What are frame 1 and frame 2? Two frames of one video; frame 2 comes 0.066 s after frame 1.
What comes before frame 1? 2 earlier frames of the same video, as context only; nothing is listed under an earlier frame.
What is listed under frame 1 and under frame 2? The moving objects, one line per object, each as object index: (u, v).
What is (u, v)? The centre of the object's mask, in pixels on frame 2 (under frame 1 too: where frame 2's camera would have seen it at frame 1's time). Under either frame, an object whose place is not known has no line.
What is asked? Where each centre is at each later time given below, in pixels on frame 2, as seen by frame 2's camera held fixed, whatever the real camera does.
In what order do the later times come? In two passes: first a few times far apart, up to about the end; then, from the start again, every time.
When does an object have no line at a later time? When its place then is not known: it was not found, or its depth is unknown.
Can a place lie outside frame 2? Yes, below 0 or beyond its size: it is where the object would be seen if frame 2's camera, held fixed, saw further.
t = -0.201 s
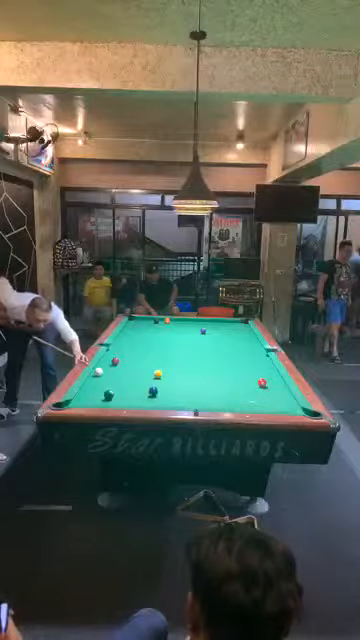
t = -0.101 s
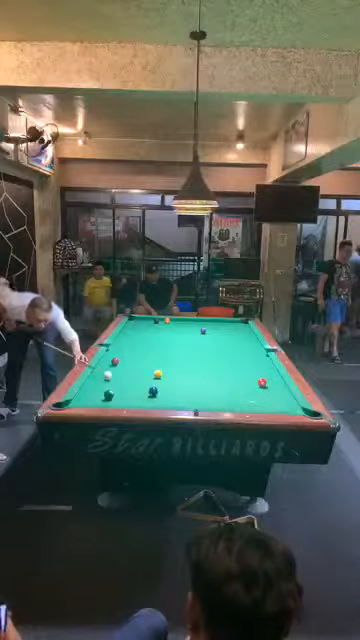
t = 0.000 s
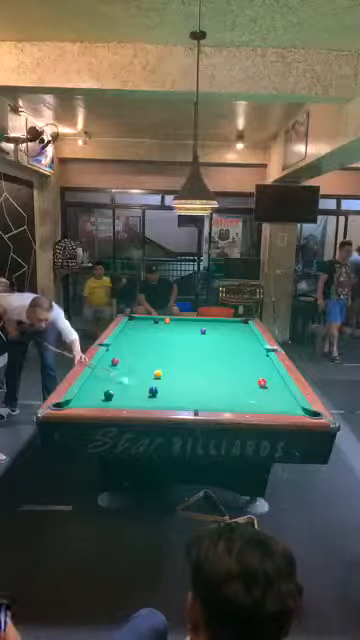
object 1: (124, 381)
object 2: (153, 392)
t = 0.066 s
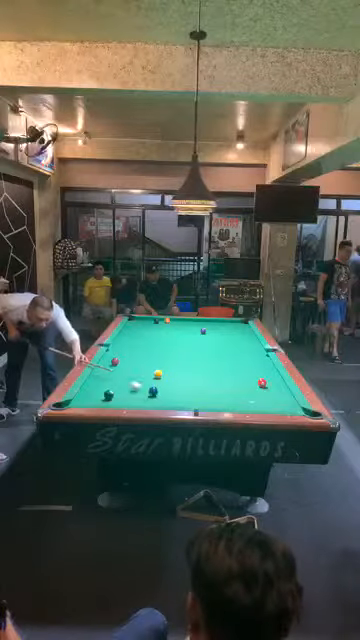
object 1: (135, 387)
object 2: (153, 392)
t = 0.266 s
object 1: (142, 397)
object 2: (181, 396)
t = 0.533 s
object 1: (149, 402)
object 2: (223, 404)
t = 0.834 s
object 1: (155, 397)
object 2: (272, 408)
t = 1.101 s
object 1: (161, 390)
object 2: (299, 410)
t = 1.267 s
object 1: (164, 388)
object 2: (300, 411)
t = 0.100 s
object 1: (140, 390)
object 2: (153, 392)
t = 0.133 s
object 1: (143, 391)
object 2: (156, 393)
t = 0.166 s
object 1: (142, 393)
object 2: (163, 394)
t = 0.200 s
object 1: (142, 394)
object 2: (170, 395)
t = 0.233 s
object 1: (142, 396)
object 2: (176, 395)
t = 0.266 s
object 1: (142, 397)
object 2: (181, 396)
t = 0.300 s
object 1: (143, 399)
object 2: (186, 397)
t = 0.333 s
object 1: (143, 399)
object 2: (192, 398)
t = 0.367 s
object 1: (144, 402)
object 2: (197, 399)
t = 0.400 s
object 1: (145, 403)
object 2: (202, 400)
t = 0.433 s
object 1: (145, 404)
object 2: (208, 401)
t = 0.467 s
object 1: (145, 404)
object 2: (213, 401)
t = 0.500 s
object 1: (149, 401)
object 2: (218, 402)
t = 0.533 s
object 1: (149, 402)
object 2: (223, 404)
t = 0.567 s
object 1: (149, 402)
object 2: (228, 403)
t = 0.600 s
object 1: (150, 401)
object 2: (234, 404)
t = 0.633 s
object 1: (150, 401)
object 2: (239, 405)
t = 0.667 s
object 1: (150, 400)
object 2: (245, 405)
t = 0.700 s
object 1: (152, 399)
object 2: (250, 406)
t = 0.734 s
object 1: (152, 399)
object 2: (256, 405)
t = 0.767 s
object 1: (153, 398)
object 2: (262, 407)
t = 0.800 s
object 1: (154, 399)
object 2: (266, 407)
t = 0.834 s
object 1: (155, 397)
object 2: (272, 408)
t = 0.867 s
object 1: (155, 397)
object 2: (279, 407)
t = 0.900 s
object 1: (156, 395)
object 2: (282, 408)
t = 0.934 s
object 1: (157, 394)
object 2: (292, 410)
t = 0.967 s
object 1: (158, 393)
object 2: (292, 410)
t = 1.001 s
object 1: (158, 393)
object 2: (294, 409)
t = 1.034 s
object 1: (159, 392)
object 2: (299, 410)
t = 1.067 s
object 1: (160, 390)
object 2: (300, 410)
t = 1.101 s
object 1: (161, 390)
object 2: (299, 410)
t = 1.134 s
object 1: (162, 389)
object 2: (299, 410)
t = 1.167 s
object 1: (163, 389)
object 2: (300, 410)
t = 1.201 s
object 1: (163, 389)
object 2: (300, 410)
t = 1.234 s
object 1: (164, 388)
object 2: (300, 410)
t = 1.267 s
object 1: (164, 388)
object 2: (300, 411)
